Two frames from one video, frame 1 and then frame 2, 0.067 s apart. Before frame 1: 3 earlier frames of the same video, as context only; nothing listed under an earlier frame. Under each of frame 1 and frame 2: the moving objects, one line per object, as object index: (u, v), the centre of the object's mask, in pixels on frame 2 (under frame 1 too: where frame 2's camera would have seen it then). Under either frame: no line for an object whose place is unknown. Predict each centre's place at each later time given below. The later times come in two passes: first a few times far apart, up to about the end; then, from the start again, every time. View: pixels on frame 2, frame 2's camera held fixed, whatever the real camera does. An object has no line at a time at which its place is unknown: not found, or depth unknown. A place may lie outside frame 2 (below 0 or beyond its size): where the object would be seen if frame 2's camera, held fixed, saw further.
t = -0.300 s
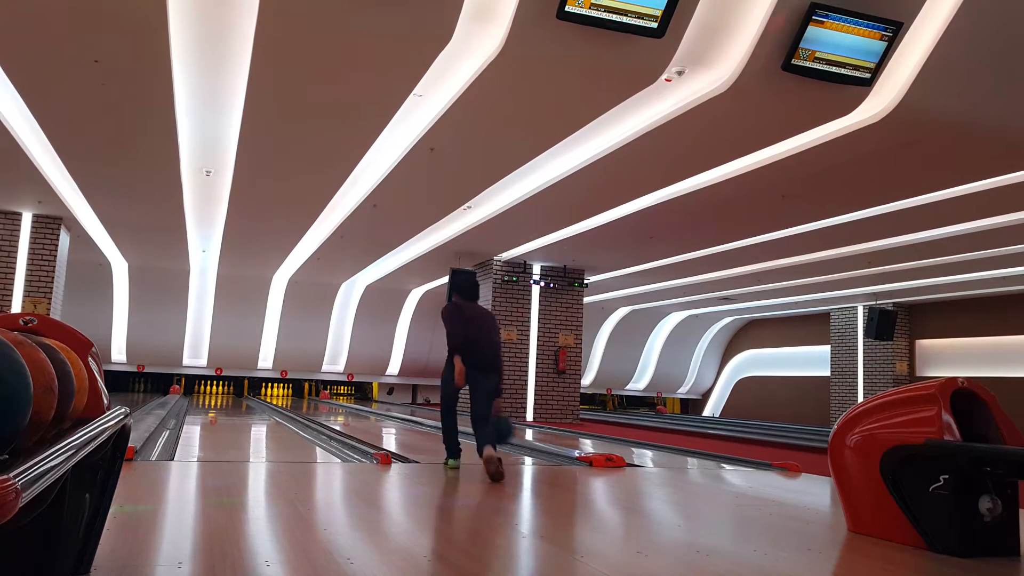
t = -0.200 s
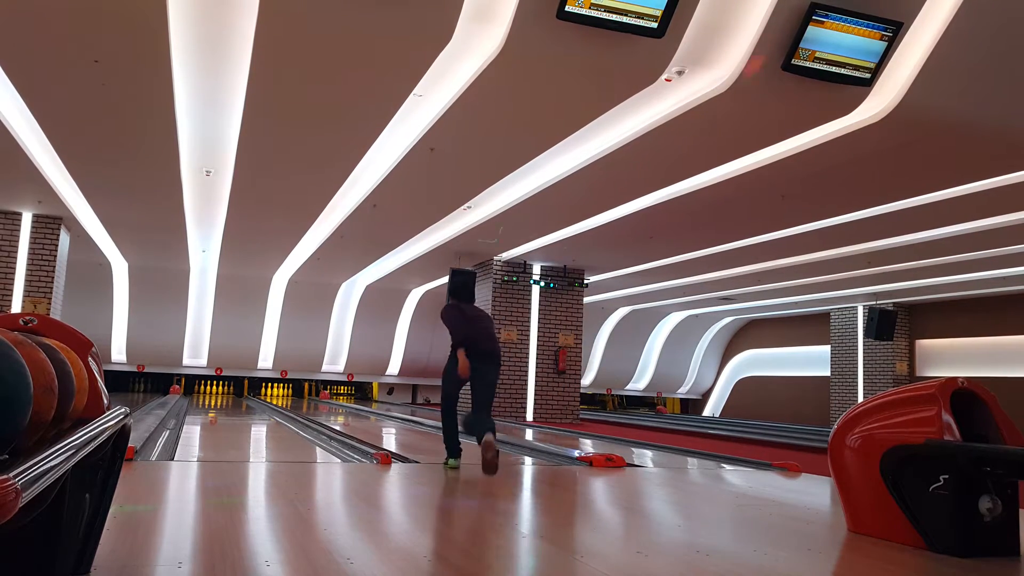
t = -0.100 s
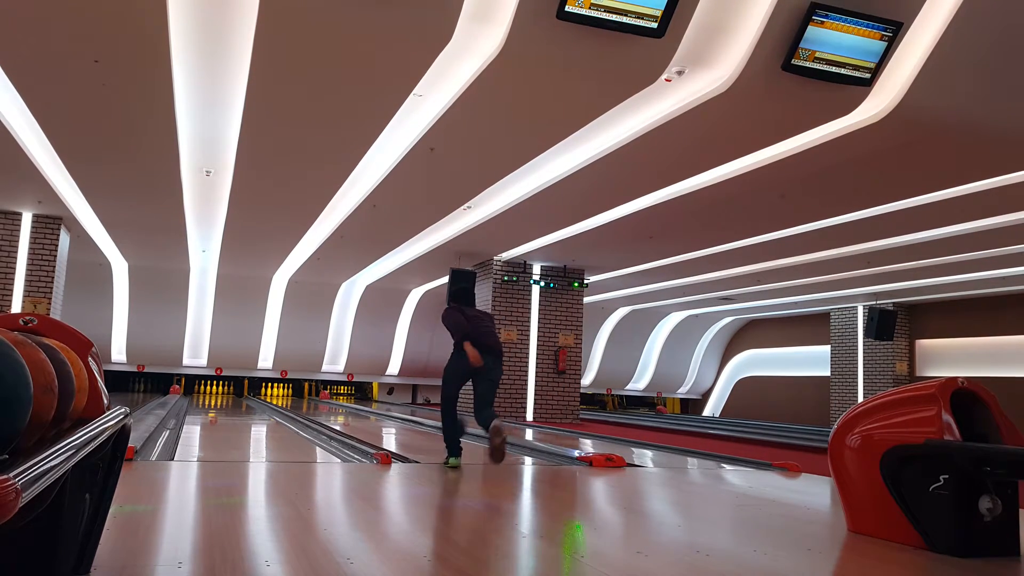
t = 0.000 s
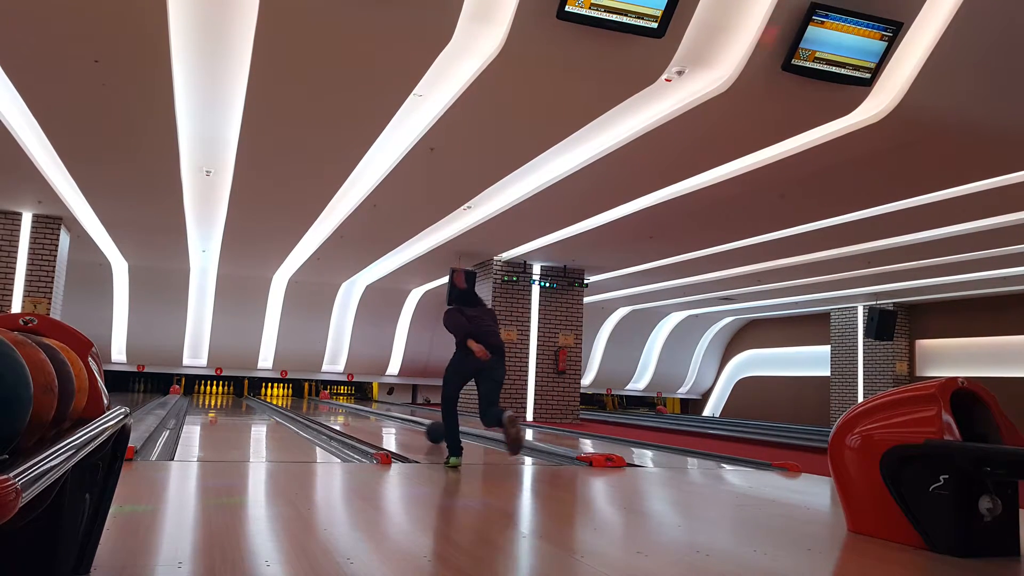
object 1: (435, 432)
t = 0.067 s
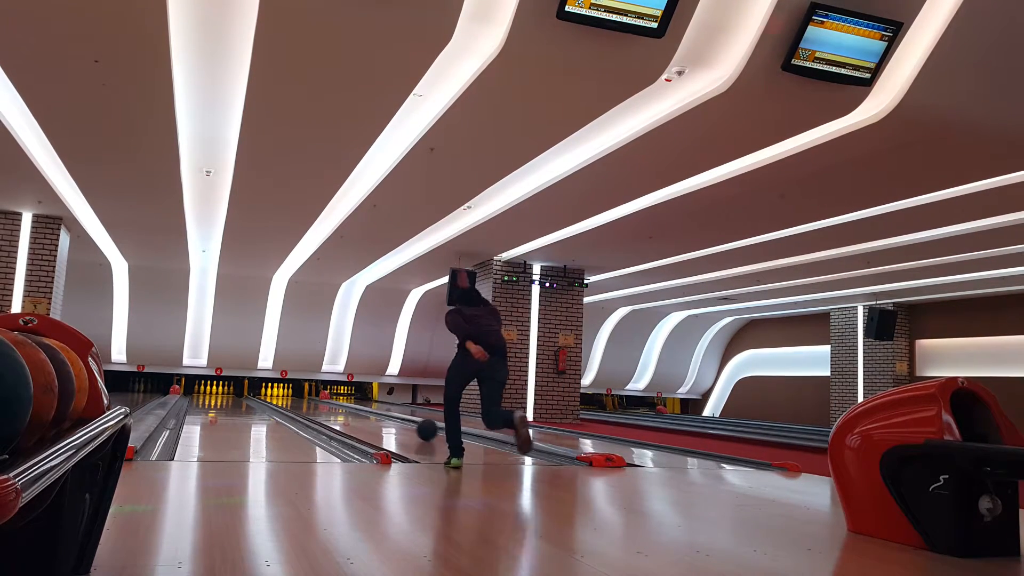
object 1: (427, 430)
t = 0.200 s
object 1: (411, 424)
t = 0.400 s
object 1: (392, 418)
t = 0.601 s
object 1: (376, 414)
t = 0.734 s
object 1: (368, 411)
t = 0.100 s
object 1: (422, 428)
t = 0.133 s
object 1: (418, 427)
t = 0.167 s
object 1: (414, 426)
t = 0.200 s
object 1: (411, 424)
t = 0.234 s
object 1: (407, 423)
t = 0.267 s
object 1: (404, 422)
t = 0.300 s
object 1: (400, 421)
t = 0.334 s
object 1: (397, 420)
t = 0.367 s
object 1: (394, 419)
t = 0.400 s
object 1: (392, 418)
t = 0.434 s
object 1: (389, 417)
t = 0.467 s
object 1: (386, 417)
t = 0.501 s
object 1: (384, 416)
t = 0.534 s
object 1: (381, 415)
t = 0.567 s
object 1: (379, 414)
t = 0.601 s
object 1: (376, 414)
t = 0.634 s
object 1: (375, 413)
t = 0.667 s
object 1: (372, 412)
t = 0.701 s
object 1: (370, 412)
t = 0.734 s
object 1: (368, 411)
